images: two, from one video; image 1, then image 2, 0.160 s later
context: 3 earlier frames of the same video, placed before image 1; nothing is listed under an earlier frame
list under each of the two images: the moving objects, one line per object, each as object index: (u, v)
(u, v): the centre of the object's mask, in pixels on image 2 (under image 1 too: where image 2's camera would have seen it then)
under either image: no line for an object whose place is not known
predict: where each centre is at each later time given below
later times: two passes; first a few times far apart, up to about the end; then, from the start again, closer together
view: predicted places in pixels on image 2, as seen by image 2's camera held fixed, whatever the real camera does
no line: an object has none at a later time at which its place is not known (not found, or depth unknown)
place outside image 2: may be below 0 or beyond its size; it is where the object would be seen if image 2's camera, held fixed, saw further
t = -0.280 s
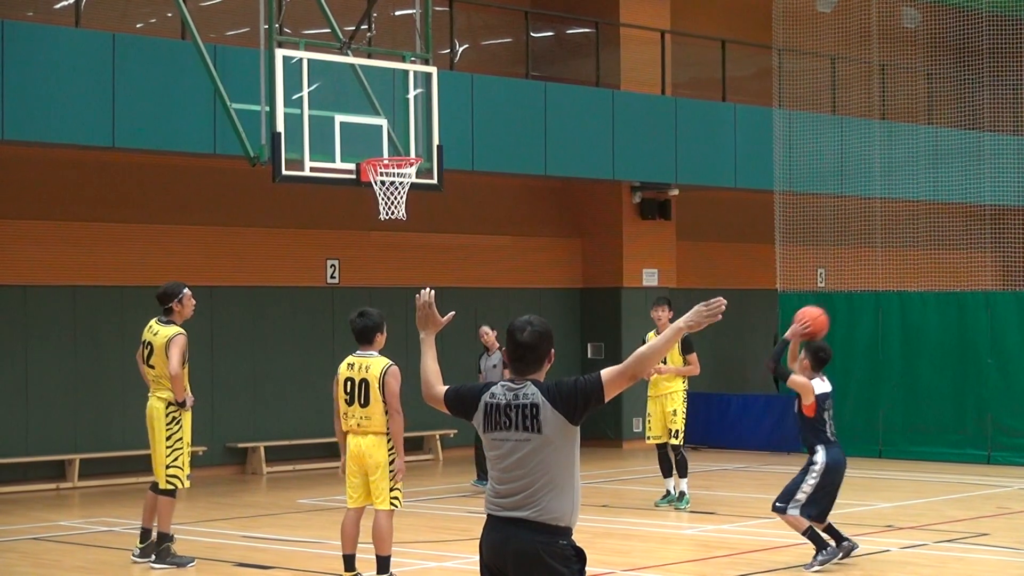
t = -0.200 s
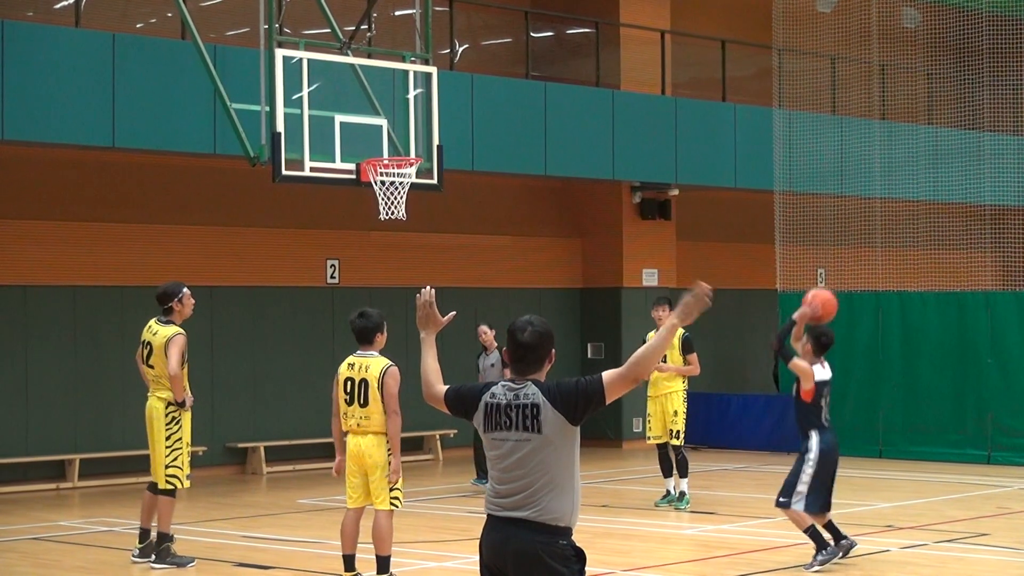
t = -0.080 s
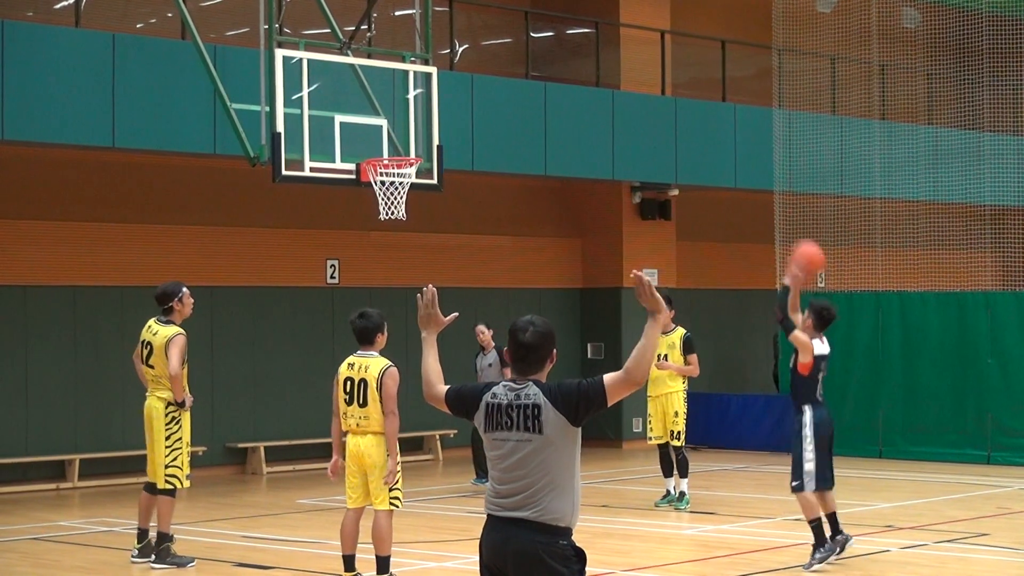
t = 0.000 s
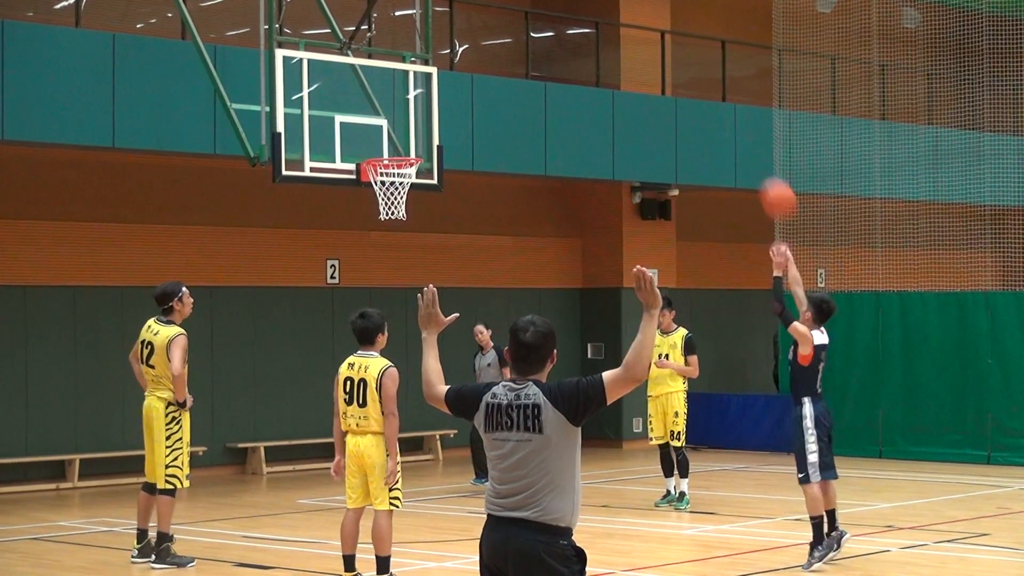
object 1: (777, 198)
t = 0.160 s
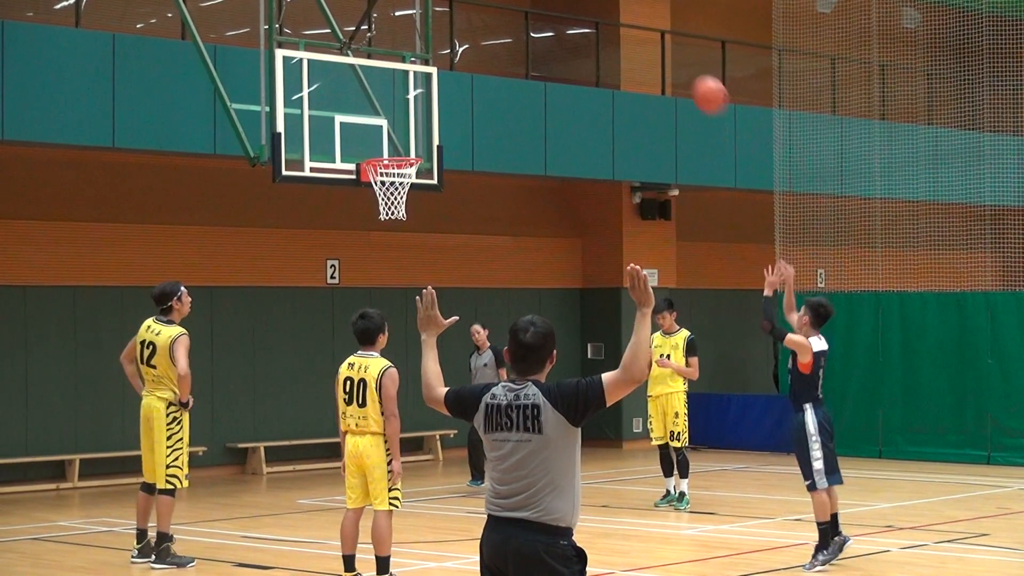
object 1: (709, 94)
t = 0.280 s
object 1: (663, 41)
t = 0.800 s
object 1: (481, 34)
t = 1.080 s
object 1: (397, 150)
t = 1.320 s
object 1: (371, 206)
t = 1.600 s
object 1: (367, 299)
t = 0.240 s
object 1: (678, 57)
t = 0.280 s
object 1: (663, 41)
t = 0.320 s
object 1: (648, 28)
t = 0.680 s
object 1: (520, 11)
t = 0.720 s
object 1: (508, 15)
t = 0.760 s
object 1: (494, 23)
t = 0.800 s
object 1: (481, 34)
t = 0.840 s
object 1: (468, 47)
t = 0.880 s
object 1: (456, 61)
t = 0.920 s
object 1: (445, 77)
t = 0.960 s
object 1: (432, 96)
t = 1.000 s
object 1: (420, 114)
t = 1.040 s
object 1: (408, 136)
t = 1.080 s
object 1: (397, 150)
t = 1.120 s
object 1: (387, 172)
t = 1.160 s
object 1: (374, 190)
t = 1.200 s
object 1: (373, 193)
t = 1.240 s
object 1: (372, 196)
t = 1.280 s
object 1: (372, 201)
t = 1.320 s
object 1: (371, 206)
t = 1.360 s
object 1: (370, 215)
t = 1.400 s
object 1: (370, 224)
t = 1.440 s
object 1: (369, 236)
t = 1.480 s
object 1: (369, 249)
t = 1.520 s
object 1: (369, 264)
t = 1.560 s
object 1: (368, 282)
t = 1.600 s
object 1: (367, 299)
